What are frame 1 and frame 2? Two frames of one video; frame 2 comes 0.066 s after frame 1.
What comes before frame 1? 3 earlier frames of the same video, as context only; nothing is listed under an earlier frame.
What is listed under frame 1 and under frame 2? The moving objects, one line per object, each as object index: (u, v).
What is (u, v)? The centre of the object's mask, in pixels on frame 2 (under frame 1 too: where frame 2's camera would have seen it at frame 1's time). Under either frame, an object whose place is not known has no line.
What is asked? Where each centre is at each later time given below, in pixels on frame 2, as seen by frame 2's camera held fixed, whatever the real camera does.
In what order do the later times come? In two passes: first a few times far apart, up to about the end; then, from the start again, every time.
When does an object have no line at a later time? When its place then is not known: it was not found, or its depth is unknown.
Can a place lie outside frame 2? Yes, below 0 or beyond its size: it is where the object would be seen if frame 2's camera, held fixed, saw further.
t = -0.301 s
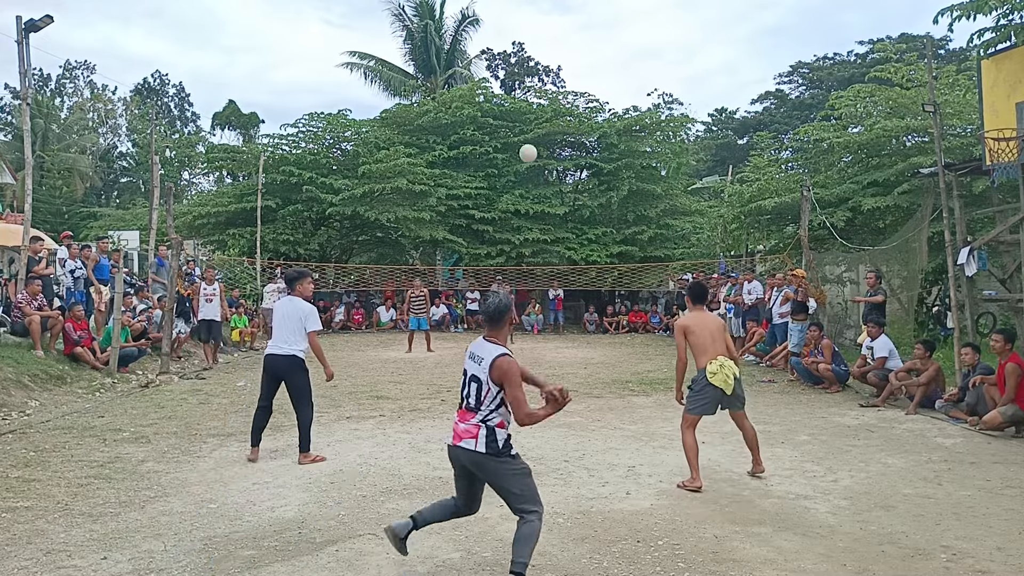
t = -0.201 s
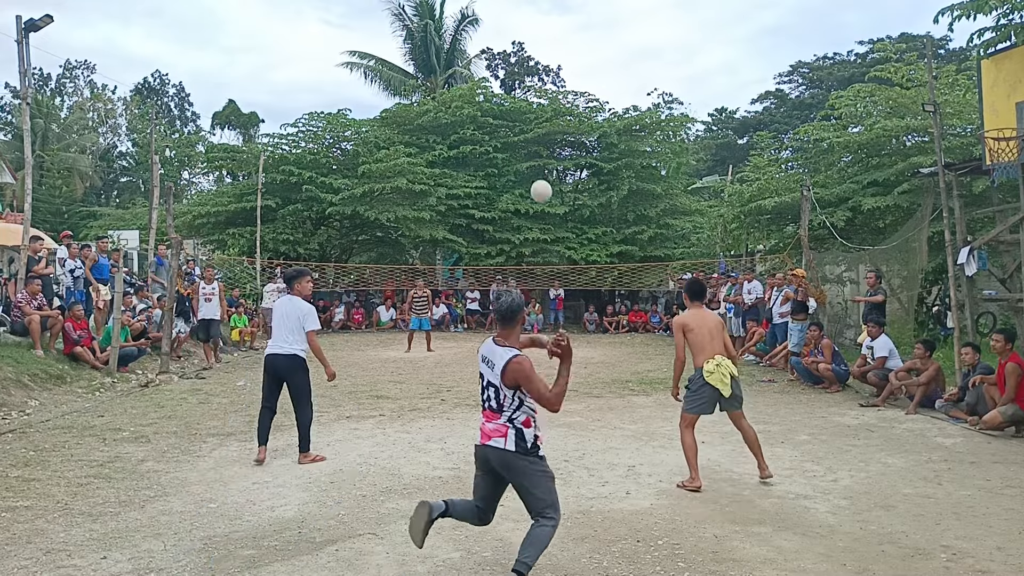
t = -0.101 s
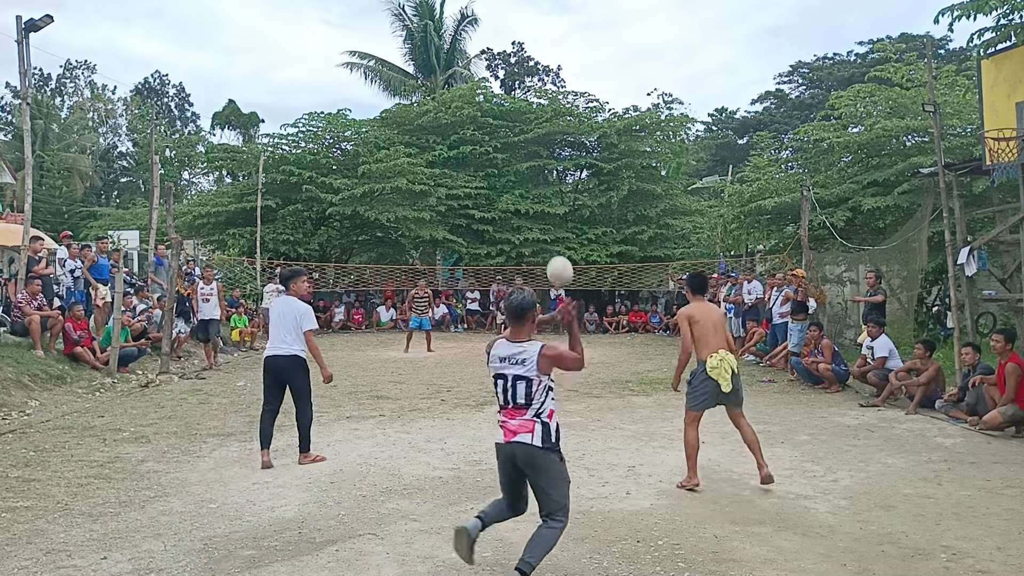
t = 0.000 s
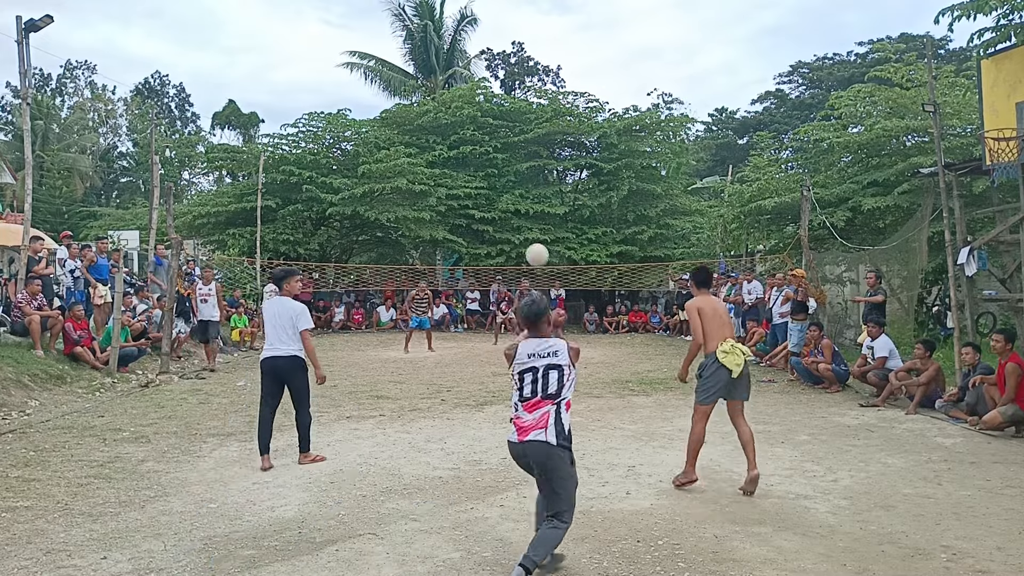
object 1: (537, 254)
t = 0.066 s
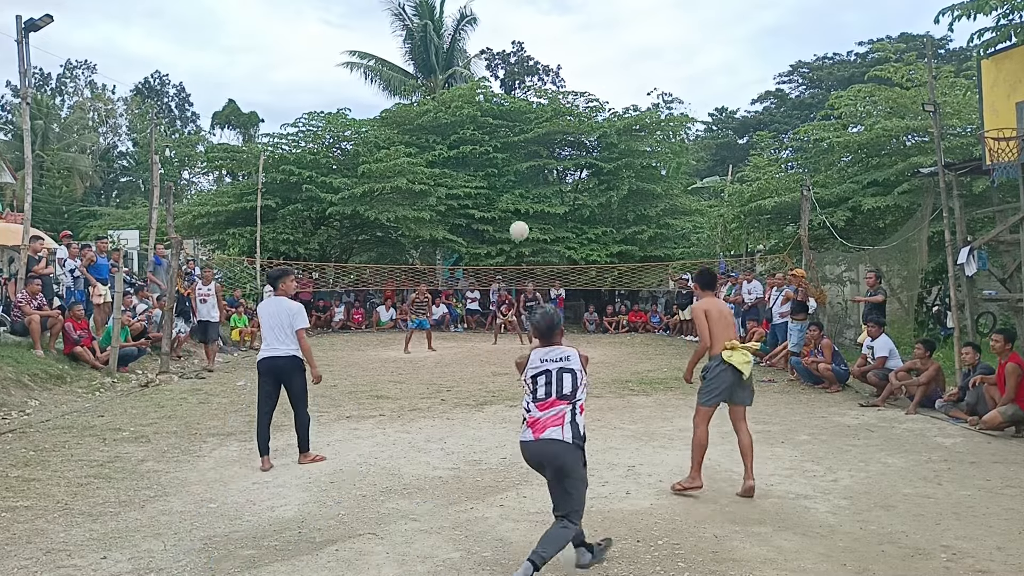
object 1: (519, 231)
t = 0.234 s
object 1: (493, 214)
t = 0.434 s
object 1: (476, 229)
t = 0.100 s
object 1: (512, 223)
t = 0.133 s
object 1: (506, 218)
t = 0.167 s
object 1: (501, 215)
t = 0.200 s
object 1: (497, 214)
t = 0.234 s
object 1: (493, 214)
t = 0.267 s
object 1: (490, 215)
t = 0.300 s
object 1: (487, 216)
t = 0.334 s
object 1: (484, 218)
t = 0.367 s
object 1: (481, 222)
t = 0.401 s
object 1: (479, 225)
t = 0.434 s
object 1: (476, 229)
